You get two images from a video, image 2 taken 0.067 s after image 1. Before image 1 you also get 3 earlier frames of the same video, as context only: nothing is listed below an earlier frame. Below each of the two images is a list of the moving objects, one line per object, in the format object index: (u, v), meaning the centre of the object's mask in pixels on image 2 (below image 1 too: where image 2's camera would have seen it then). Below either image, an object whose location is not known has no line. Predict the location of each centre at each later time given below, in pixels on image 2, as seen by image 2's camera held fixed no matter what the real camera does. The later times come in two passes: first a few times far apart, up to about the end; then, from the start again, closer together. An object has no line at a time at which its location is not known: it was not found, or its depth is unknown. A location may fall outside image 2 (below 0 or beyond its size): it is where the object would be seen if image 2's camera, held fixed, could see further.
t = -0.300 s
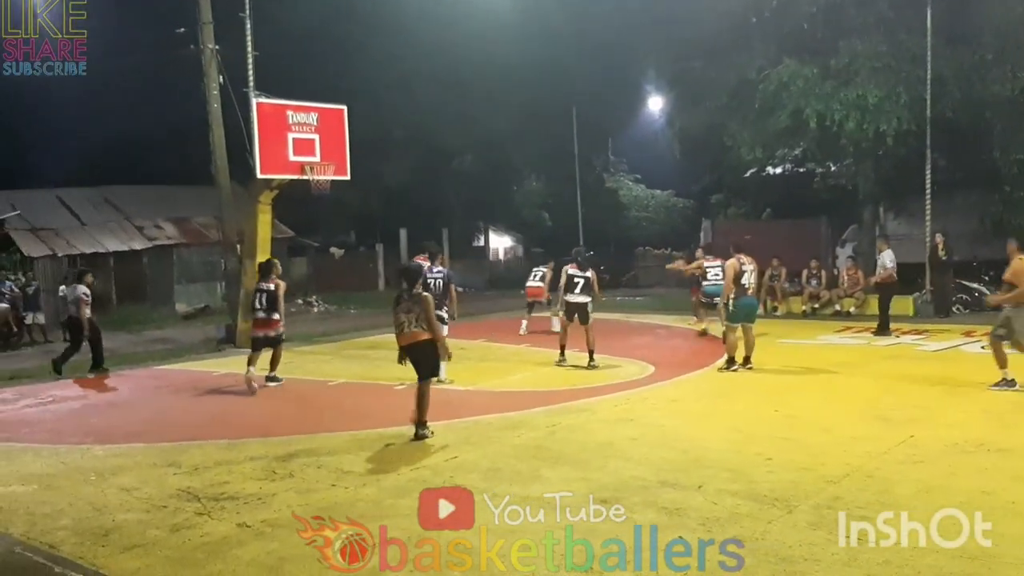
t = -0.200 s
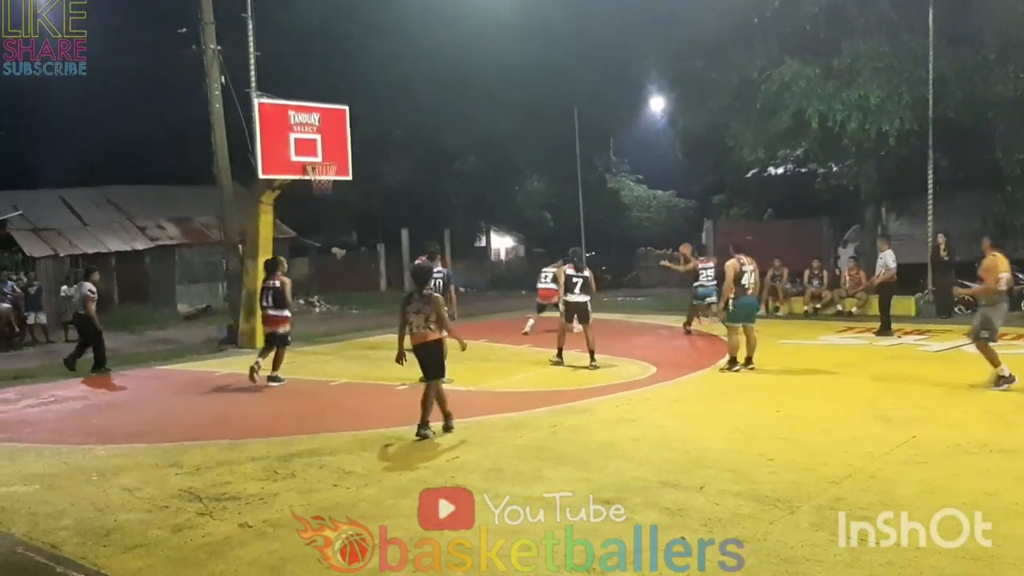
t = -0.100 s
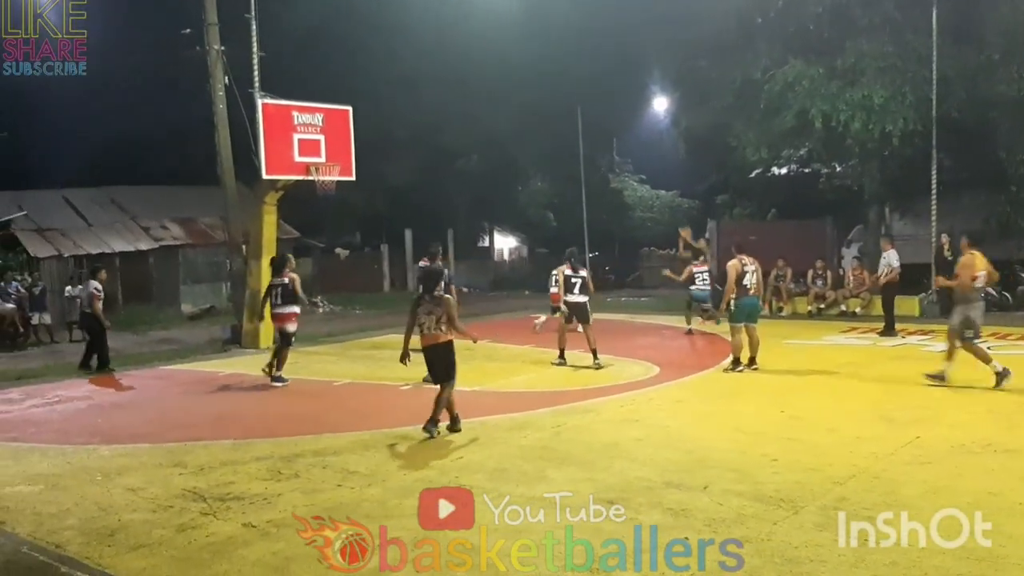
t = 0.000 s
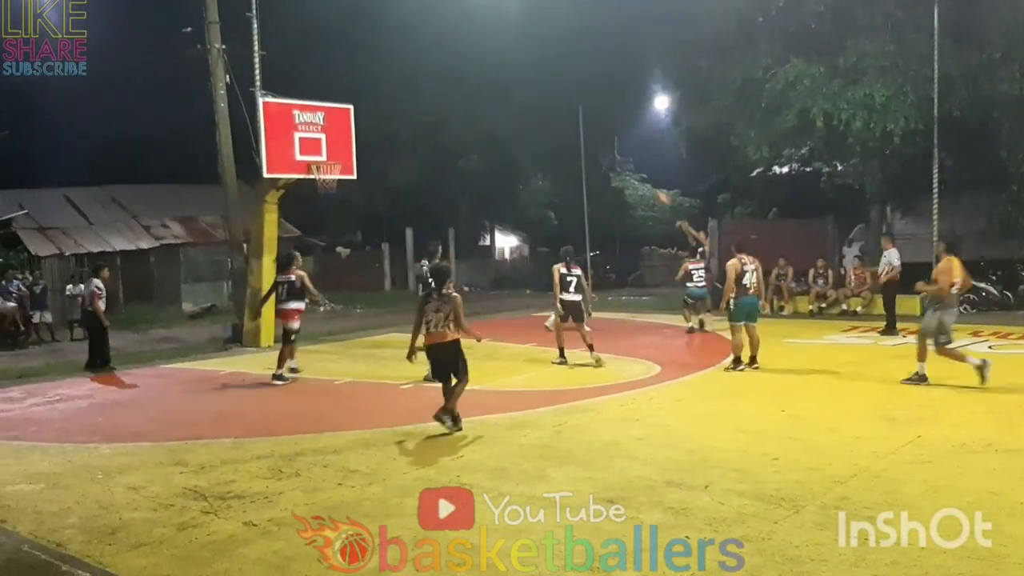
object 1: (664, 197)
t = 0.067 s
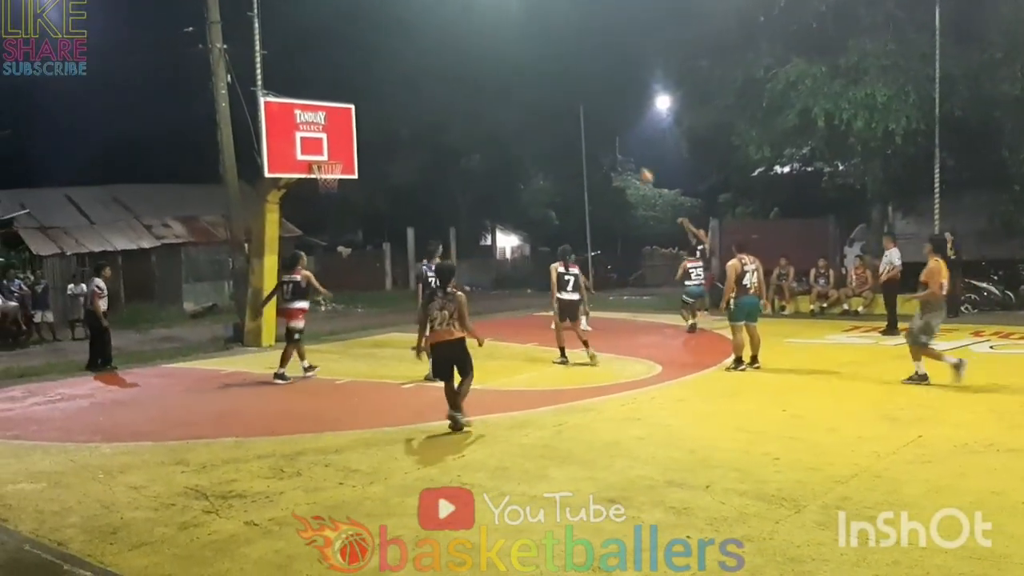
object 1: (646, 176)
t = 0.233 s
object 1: (602, 131)
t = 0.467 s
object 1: (539, 92)
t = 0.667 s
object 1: (484, 81)
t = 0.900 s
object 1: (419, 99)
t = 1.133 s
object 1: (355, 150)
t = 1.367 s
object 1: (386, 153)
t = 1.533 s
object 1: (420, 168)
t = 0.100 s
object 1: (637, 166)
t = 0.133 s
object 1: (628, 156)
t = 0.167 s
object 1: (620, 147)
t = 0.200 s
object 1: (611, 138)
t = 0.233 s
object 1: (602, 131)
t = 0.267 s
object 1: (593, 123)
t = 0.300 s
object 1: (584, 116)
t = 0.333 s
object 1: (575, 110)
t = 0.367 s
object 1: (566, 105)
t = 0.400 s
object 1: (557, 99)
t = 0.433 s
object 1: (548, 95)
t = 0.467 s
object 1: (539, 92)
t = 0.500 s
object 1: (530, 88)
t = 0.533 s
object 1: (521, 86)
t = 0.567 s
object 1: (511, 83)
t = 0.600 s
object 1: (502, 82)
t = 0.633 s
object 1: (493, 81)
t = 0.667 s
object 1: (484, 81)
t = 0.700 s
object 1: (475, 82)
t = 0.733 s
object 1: (466, 83)
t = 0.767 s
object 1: (456, 86)
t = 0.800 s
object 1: (447, 88)
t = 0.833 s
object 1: (437, 91)
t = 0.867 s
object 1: (428, 95)
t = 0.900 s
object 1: (419, 99)
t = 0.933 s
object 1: (410, 105)
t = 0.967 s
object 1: (400, 111)
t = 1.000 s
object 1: (390, 118)
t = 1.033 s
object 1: (381, 125)
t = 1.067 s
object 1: (372, 133)
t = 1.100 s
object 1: (363, 141)
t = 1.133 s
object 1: (355, 150)
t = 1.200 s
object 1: (355, 155)
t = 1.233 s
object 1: (361, 154)
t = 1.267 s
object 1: (367, 153)
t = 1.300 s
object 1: (373, 152)
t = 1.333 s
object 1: (380, 152)
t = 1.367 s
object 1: (386, 153)
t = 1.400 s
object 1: (393, 155)
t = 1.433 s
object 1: (400, 157)
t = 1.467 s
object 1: (406, 160)
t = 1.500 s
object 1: (413, 164)
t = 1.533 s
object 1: (420, 168)
